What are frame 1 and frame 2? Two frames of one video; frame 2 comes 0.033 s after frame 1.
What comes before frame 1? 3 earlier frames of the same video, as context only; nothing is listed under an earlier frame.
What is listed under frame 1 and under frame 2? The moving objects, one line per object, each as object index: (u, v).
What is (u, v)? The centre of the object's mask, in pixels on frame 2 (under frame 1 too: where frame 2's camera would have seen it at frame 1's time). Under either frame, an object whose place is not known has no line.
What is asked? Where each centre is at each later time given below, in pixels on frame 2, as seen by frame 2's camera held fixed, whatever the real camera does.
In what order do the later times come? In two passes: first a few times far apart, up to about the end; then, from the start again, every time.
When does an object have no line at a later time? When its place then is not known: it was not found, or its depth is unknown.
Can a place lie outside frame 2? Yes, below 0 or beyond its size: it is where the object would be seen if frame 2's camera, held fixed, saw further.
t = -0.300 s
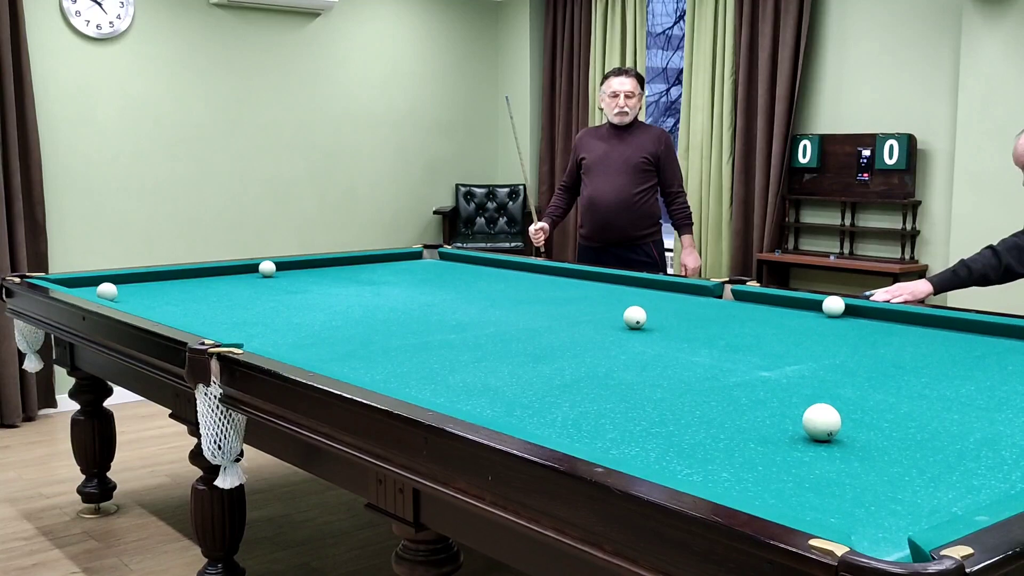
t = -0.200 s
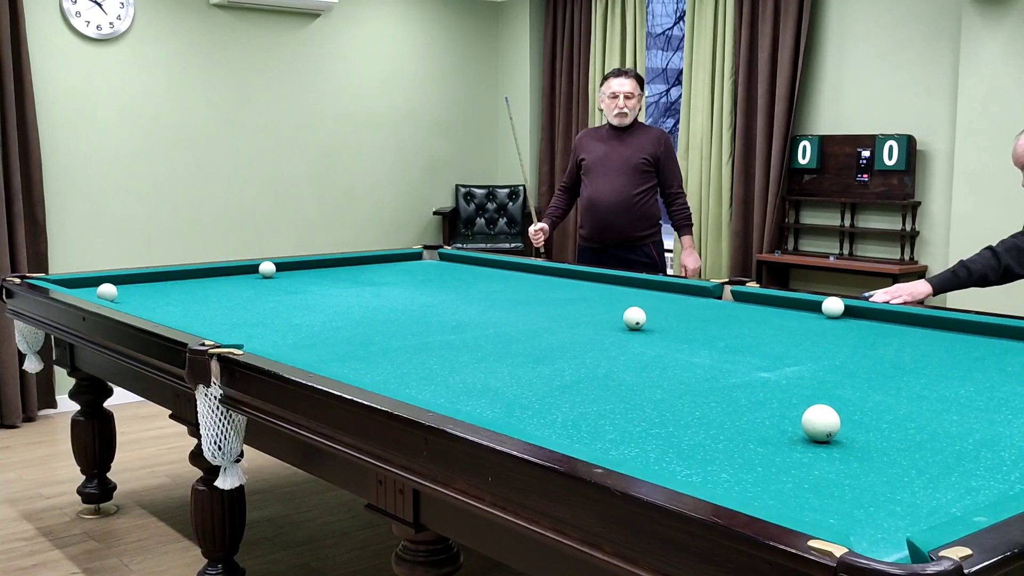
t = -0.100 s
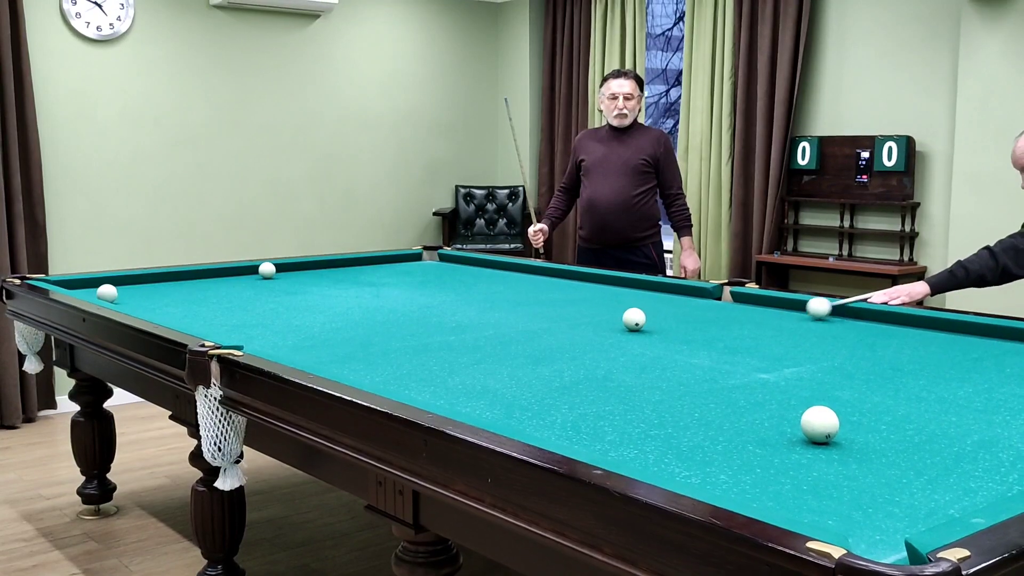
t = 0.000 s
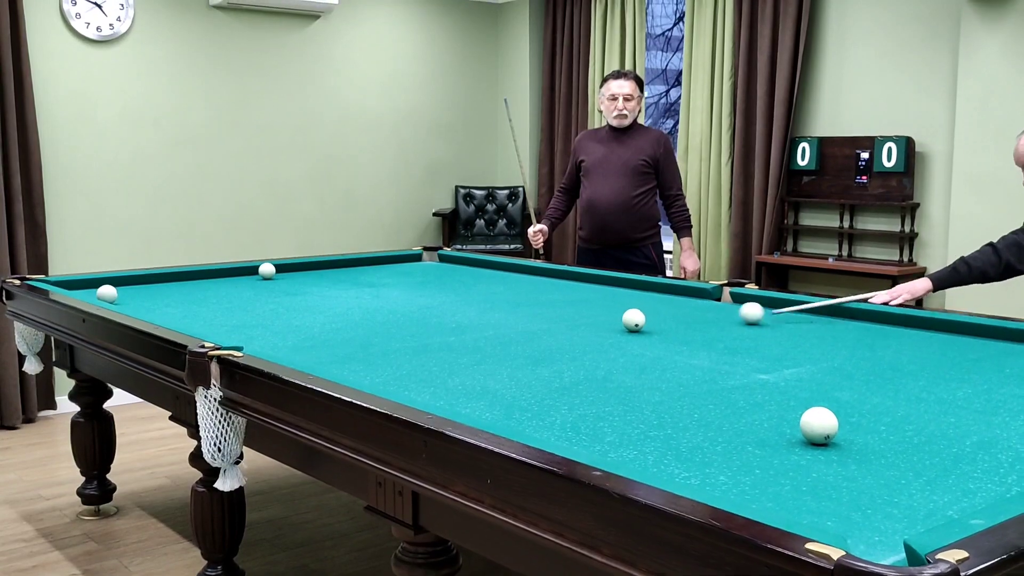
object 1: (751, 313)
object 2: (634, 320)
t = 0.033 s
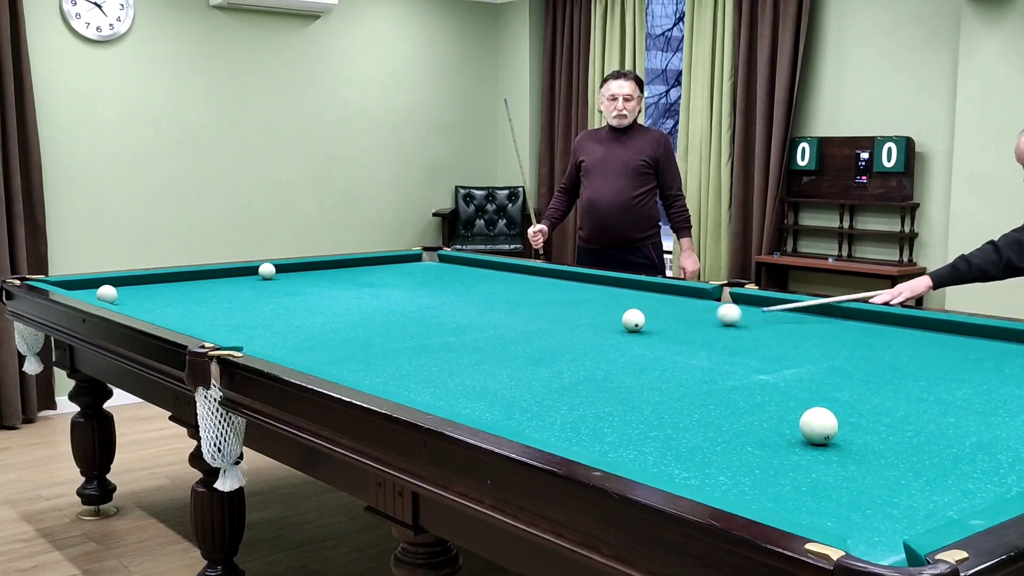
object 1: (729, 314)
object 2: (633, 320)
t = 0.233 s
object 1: (643, 318)
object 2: (583, 324)
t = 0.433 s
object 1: (602, 317)
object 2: (486, 333)
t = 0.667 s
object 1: (552, 316)
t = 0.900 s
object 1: (505, 315)
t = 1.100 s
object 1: (465, 314)
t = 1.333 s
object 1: (421, 314)
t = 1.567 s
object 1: (379, 313)
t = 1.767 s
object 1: (344, 312)
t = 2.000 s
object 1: (304, 312)
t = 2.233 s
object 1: (267, 311)
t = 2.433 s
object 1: (236, 310)
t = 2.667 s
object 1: (201, 310)
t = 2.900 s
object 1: (169, 309)
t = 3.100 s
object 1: (143, 307)
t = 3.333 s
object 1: (128, 304)
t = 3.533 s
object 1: (132, 303)
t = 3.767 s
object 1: (137, 303)
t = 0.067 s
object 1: (706, 316)
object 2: (633, 320)
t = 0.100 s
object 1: (684, 317)
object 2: (634, 320)
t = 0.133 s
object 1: (661, 318)
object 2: (633, 320)
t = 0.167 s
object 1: (651, 318)
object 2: (621, 321)
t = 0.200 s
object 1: (647, 318)
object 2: (601, 323)
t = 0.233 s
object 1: (643, 318)
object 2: (583, 324)
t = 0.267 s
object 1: (637, 317)
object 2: (565, 326)
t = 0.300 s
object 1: (631, 317)
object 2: (547, 328)
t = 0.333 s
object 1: (624, 317)
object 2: (531, 329)
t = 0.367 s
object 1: (617, 317)
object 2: (516, 330)
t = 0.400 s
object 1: (609, 317)
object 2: (501, 332)
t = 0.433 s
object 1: (602, 317)
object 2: (486, 333)
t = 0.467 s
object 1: (595, 316)
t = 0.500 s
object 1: (588, 316)
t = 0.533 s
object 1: (580, 316)
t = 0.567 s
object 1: (573, 316)
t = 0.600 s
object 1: (566, 316)
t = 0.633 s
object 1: (559, 316)
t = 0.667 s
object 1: (552, 316)
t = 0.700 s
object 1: (545, 316)
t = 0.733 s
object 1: (538, 315)
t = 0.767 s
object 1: (531, 315)
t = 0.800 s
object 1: (524, 315)
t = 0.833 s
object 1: (518, 315)
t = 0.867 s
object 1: (511, 315)
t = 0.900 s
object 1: (505, 315)
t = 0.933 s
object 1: (498, 315)
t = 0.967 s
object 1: (491, 315)
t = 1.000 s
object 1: (484, 315)
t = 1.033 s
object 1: (478, 315)
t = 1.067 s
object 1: (472, 315)
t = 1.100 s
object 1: (465, 314)
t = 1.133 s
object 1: (459, 314)
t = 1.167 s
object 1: (452, 314)
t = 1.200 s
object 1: (446, 314)
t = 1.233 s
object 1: (440, 314)
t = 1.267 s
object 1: (433, 314)
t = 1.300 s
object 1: (427, 314)
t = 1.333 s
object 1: (421, 314)
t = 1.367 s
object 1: (415, 314)
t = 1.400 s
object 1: (409, 313)
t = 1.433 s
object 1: (403, 313)
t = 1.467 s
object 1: (397, 313)
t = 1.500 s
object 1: (391, 313)
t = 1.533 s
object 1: (385, 313)
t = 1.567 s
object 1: (379, 313)
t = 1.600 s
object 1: (373, 313)
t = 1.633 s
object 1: (367, 312)
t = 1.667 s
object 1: (361, 313)
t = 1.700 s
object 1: (355, 312)
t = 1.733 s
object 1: (349, 312)
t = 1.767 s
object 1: (344, 312)
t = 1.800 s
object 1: (338, 312)
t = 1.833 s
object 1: (332, 312)
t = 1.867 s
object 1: (327, 312)
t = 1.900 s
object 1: (321, 312)
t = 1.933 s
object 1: (315, 312)
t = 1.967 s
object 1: (310, 311)
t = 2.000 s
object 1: (304, 312)
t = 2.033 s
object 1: (299, 311)
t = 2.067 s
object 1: (293, 311)
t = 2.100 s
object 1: (288, 311)
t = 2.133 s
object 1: (283, 311)
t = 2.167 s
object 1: (277, 311)
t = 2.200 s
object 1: (272, 311)
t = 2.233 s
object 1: (267, 311)
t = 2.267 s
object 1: (262, 311)
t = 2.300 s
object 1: (256, 311)
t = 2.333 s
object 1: (251, 311)
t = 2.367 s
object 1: (246, 311)
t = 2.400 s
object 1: (241, 310)
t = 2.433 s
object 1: (236, 310)
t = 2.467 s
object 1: (231, 310)
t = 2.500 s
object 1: (226, 310)
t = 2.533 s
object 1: (221, 310)
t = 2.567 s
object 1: (216, 310)
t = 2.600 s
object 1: (211, 310)
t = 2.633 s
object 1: (206, 310)
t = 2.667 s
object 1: (201, 310)
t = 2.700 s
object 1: (197, 310)
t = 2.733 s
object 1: (192, 310)
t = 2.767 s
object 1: (187, 309)
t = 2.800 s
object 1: (183, 309)
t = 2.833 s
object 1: (178, 309)
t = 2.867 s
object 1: (173, 309)
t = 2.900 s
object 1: (169, 309)
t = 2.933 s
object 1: (164, 309)
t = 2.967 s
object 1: (160, 309)
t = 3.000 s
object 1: (155, 308)
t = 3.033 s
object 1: (151, 308)
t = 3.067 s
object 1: (147, 307)
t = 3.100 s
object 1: (143, 307)
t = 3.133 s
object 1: (138, 306)
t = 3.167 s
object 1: (135, 306)
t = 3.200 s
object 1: (130, 305)
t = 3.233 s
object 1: (127, 305)
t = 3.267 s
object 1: (127, 305)
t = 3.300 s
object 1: (127, 305)
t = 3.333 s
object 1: (128, 304)
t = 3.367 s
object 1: (129, 304)
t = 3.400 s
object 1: (129, 304)
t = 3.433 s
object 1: (130, 304)
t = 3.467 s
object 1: (131, 304)
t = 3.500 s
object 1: (132, 304)
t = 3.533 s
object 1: (132, 303)
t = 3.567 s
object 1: (133, 304)
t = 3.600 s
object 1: (134, 304)
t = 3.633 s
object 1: (134, 303)
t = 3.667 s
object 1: (135, 303)
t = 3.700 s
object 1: (136, 303)
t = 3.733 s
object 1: (137, 303)
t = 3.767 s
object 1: (137, 303)
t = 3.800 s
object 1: (138, 303)
